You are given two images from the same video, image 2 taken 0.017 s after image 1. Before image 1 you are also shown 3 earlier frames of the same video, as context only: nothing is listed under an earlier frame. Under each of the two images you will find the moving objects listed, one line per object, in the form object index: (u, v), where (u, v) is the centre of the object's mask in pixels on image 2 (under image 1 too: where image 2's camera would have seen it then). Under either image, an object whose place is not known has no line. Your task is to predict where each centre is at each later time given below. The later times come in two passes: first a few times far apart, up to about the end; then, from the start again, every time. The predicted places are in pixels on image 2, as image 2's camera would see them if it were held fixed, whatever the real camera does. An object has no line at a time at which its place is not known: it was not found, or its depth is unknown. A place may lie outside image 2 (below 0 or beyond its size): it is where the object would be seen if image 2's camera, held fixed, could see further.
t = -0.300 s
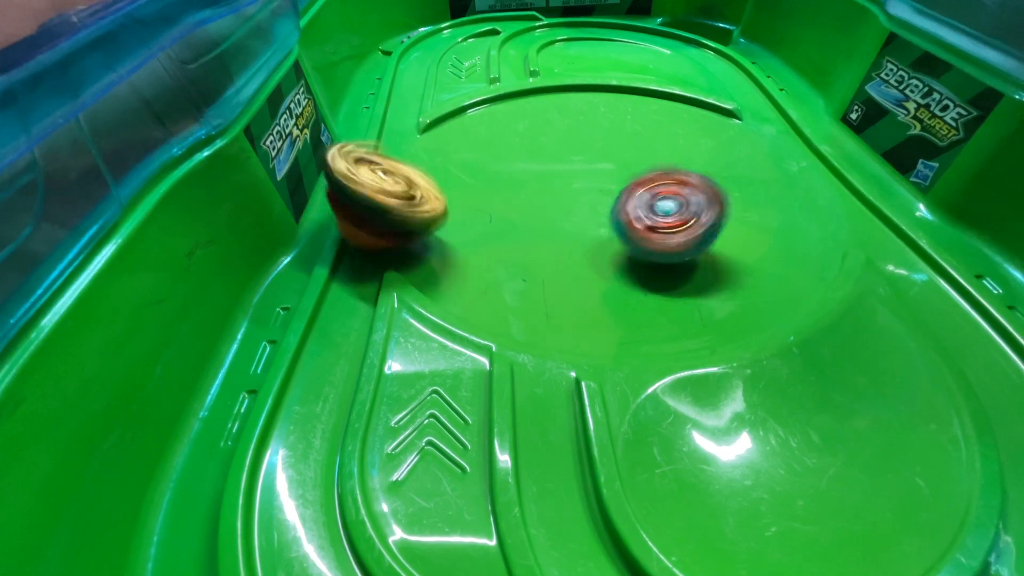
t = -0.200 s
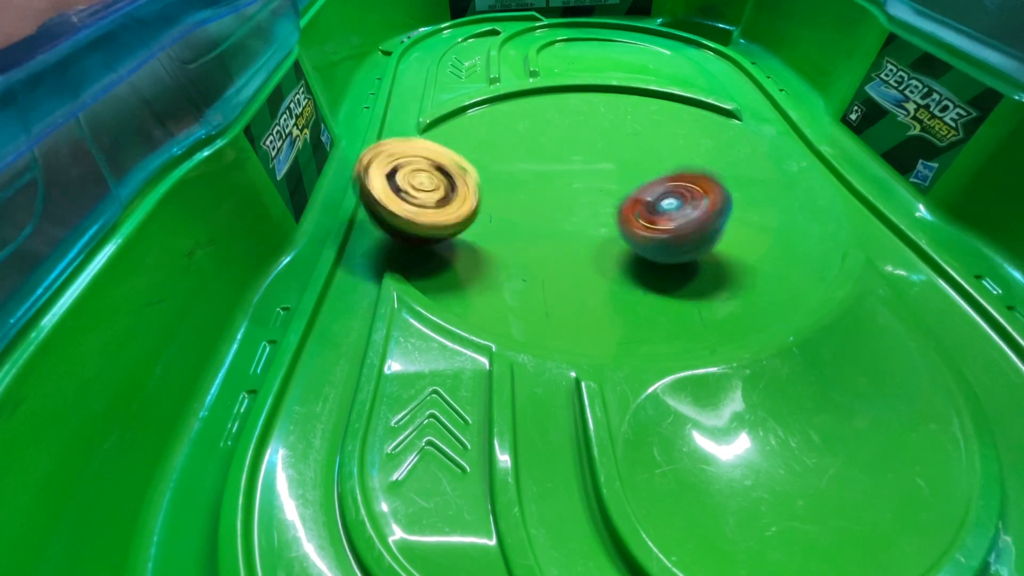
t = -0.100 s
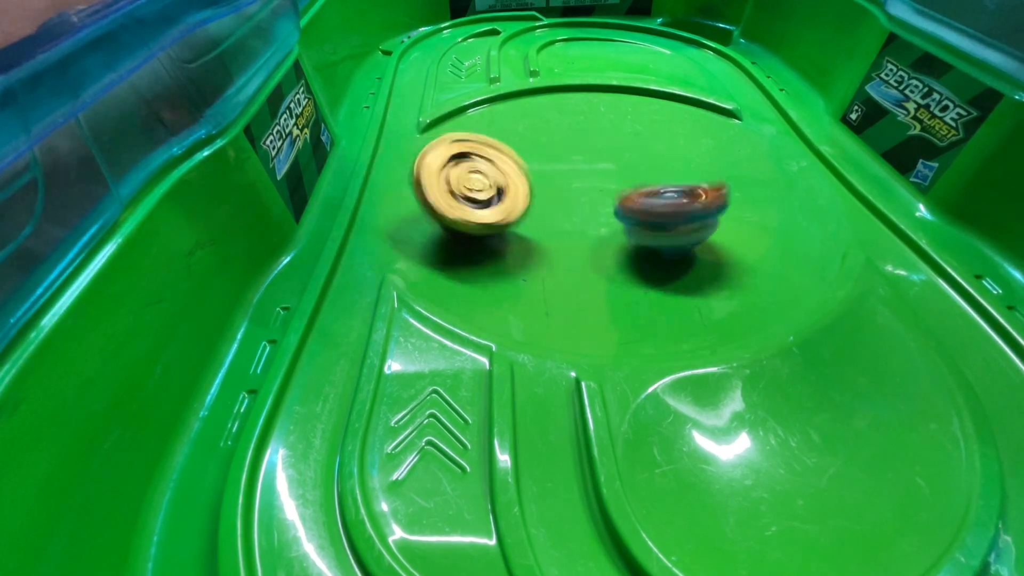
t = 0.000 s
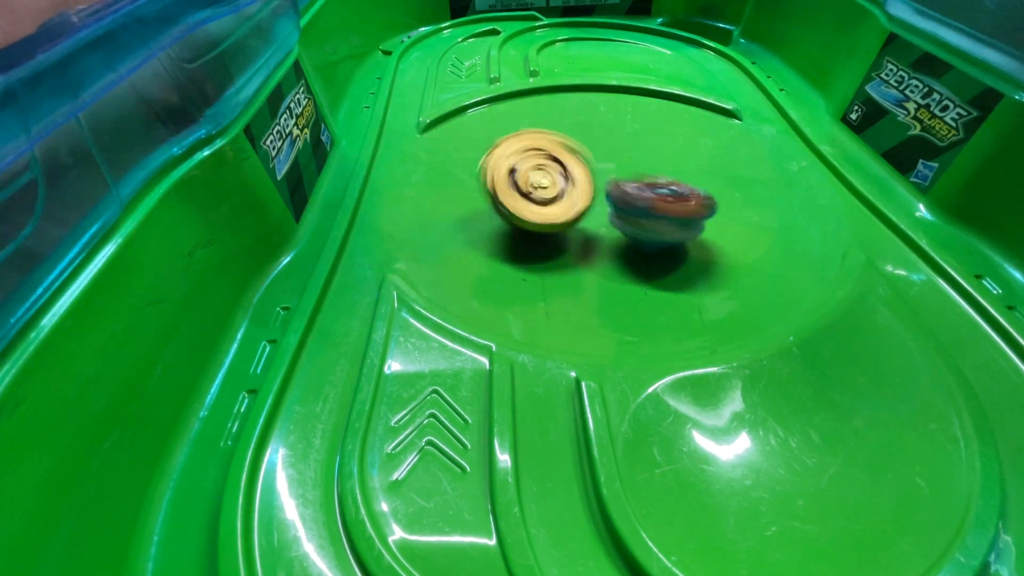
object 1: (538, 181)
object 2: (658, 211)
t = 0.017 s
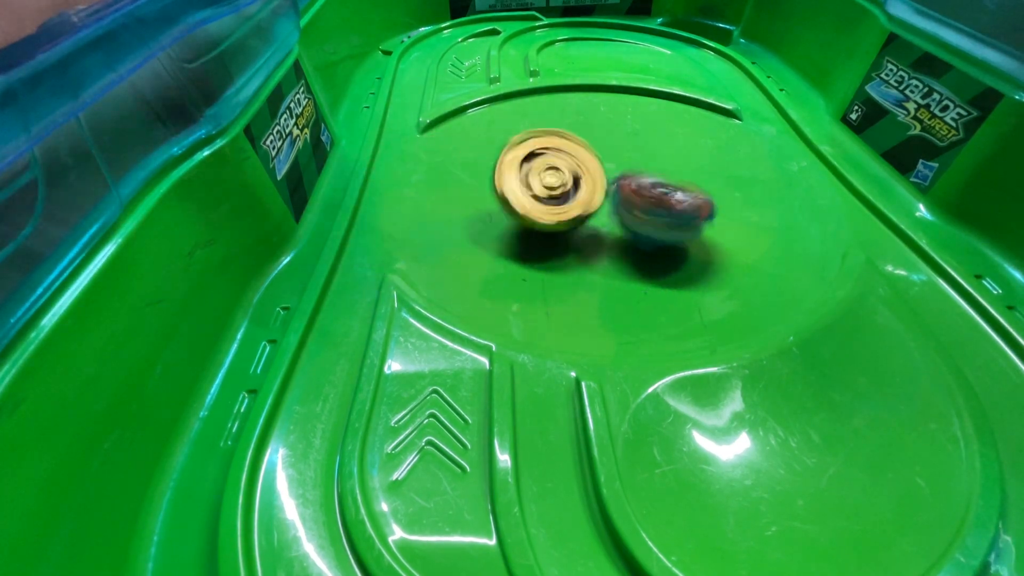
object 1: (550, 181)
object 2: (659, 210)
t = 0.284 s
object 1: (660, 153)
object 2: (725, 221)
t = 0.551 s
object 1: (719, 157)
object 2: (669, 222)
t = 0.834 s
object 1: (712, 161)
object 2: (435, 181)
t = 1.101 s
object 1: (621, 138)
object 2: (439, 193)
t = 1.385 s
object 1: (589, 102)
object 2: (493, 206)
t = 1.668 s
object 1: (575, 125)
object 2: (483, 194)
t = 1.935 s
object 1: (542, 150)
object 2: (480, 198)
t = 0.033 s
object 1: (553, 181)
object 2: (669, 209)
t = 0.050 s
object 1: (557, 177)
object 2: (678, 208)
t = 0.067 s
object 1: (562, 171)
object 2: (685, 208)
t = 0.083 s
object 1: (571, 167)
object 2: (689, 207)
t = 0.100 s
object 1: (580, 166)
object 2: (693, 205)
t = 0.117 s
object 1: (588, 165)
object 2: (699, 204)
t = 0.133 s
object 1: (596, 164)
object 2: (703, 205)
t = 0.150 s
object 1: (604, 164)
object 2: (706, 205)
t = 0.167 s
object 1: (612, 163)
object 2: (708, 207)
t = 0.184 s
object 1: (620, 160)
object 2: (713, 211)
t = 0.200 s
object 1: (625, 159)
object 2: (716, 212)
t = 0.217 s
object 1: (632, 158)
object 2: (718, 215)
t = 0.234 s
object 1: (640, 157)
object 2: (722, 218)
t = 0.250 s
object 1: (646, 156)
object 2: (722, 220)
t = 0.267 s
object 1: (653, 155)
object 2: (723, 220)
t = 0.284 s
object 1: (660, 153)
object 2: (725, 221)
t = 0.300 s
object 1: (665, 154)
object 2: (724, 222)
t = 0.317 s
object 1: (671, 154)
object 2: (725, 223)
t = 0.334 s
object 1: (674, 151)
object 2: (724, 224)
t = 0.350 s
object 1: (680, 150)
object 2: (725, 226)
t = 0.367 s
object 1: (686, 149)
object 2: (726, 227)
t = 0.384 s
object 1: (691, 148)
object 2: (725, 228)
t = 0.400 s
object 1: (697, 149)
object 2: (721, 229)
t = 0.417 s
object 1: (700, 151)
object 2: (716, 231)
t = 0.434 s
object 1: (704, 150)
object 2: (710, 233)
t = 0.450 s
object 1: (707, 150)
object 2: (706, 232)
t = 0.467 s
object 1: (709, 151)
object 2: (701, 232)
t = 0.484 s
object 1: (712, 151)
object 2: (697, 232)
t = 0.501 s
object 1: (714, 154)
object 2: (690, 231)
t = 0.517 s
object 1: (716, 155)
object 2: (684, 228)
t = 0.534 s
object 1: (718, 156)
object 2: (676, 226)
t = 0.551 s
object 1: (719, 157)
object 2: (669, 222)
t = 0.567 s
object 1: (718, 157)
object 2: (664, 220)
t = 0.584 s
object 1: (718, 158)
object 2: (659, 217)
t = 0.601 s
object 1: (724, 158)
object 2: (644, 216)
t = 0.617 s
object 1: (731, 160)
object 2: (620, 213)
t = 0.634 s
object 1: (737, 159)
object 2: (603, 210)
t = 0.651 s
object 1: (743, 157)
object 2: (586, 206)
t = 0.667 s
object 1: (745, 155)
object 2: (566, 202)
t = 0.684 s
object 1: (746, 154)
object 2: (550, 199)
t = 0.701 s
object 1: (746, 153)
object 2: (532, 196)
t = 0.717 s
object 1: (741, 153)
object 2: (515, 194)
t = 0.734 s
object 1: (735, 153)
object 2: (502, 188)
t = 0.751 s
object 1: (730, 153)
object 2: (487, 186)
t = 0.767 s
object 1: (726, 156)
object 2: (474, 185)
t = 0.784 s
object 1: (723, 158)
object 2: (462, 184)
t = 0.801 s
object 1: (720, 160)
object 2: (451, 183)
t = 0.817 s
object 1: (716, 161)
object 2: (443, 181)
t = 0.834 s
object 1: (712, 161)
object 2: (435, 181)
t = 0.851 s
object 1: (708, 160)
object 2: (428, 182)
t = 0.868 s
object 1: (703, 159)
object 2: (423, 183)
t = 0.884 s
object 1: (697, 157)
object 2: (421, 184)
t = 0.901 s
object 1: (689, 156)
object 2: (419, 187)
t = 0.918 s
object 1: (682, 156)
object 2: (418, 189)
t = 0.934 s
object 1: (674, 157)
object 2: (417, 191)
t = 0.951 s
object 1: (667, 158)
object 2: (417, 192)
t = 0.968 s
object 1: (661, 158)
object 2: (418, 193)
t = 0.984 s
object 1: (656, 158)
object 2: (420, 193)
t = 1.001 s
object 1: (650, 156)
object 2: (421, 193)
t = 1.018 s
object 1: (646, 155)
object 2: (423, 193)
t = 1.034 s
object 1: (641, 152)
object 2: (424, 192)
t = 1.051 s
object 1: (636, 150)
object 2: (427, 192)
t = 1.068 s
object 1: (631, 145)
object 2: (430, 192)
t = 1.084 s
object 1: (626, 142)
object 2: (434, 191)
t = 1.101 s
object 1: (621, 138)
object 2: (439, 193)
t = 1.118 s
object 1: (616, 136)
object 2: (444, 193)
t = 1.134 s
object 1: (612, 135)
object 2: (449, 196)
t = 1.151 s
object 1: (608, 132)
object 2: (454, 196)
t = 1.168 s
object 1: (605, 131)
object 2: (459, 197)
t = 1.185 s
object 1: (602, 128)
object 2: (465, 199)
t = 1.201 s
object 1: (600, 125)
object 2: (471, 200)
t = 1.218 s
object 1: (599, 122)
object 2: (476, 201)
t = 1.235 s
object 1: (597, 118)
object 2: (480, 203)
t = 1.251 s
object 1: (595, 115)
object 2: (483, 204)
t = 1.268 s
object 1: (594, 112)
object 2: (487, 205)
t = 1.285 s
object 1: (591, 109)
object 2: (490, 206)
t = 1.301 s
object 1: (589, 107)
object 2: (492, 207)
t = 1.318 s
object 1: (588, 105)
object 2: (493, 207)
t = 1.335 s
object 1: (587, 104)
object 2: (493, 207)
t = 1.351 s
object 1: (587, 103)
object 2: (493, 207)
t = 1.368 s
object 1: (588, 102)
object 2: (493, 207)
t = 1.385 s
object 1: (589, 102)
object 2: (493, 206)
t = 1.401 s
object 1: (589, 101)
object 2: (493, 206)
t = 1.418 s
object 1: (589, 100)
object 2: (493, 205)
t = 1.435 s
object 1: (588, 101)
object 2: (494, 205)
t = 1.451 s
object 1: (587, 100)
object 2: (493, 204)
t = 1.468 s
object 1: (585, 100)
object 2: (493, 202)
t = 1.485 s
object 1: (585, 101)
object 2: (492, 201)
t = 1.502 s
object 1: (584, 103)
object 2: (491, 200)
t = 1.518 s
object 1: (584, 105)
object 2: (490, 200)
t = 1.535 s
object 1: (585, 107)
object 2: (489, 199)
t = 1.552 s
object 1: (586, 107)
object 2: (488, 198)
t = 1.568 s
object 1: (586, 109)
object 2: (487, 197)
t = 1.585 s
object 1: (586, 111)
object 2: (486, 195)
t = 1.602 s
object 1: (584, 113)
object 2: (484, 194)
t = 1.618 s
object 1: (583, 114)
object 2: (484, 193)
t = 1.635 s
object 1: (580, 118)
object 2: (483, 194)
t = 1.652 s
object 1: (577, 122)
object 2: (483, 194)
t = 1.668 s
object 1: (575, 125)
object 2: (483, 194)
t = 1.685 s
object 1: (573, 129)
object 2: (484, 194)
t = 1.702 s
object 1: (571, 132)
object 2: (485, 195)
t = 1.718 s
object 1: (569, 135)
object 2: (487, 195)
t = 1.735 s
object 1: (567, 137)
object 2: (488, 196)
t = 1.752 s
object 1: (563, 140)
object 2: (489, 197)
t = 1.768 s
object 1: (561, 142)
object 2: (490, 198)
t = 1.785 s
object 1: (556, 144)
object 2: (491, 198)
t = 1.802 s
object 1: (551, 146)
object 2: (491, 198)
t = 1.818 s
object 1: (547, 150)
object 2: (491, 198)
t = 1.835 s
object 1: (542, 150)
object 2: (491, 199)
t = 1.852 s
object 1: (542, 152)
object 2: (490, 200)
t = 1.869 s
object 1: (541, 150)
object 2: (488, 198)
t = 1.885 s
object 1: (541, 153)
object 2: (486, 199)
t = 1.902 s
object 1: (541, 151)
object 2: (485, 200)
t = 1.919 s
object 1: (542, 151)
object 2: (482, 199)
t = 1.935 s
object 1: (542, 150)
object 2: (480, 198)
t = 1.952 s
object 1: (542, 148)
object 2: (480, 198)
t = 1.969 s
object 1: (543, 148)
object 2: (481, 198)
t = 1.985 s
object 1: (544, 146)
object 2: (482, 200)
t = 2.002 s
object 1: (546, 147)
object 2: (483, 201)
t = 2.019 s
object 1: (548, 146)
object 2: (484, 202)
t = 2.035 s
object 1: (551, 146)
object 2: (483, 203)
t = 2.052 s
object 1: (554, 147)
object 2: (483, 203)
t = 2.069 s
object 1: (558, 148)
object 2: (483, 204)
